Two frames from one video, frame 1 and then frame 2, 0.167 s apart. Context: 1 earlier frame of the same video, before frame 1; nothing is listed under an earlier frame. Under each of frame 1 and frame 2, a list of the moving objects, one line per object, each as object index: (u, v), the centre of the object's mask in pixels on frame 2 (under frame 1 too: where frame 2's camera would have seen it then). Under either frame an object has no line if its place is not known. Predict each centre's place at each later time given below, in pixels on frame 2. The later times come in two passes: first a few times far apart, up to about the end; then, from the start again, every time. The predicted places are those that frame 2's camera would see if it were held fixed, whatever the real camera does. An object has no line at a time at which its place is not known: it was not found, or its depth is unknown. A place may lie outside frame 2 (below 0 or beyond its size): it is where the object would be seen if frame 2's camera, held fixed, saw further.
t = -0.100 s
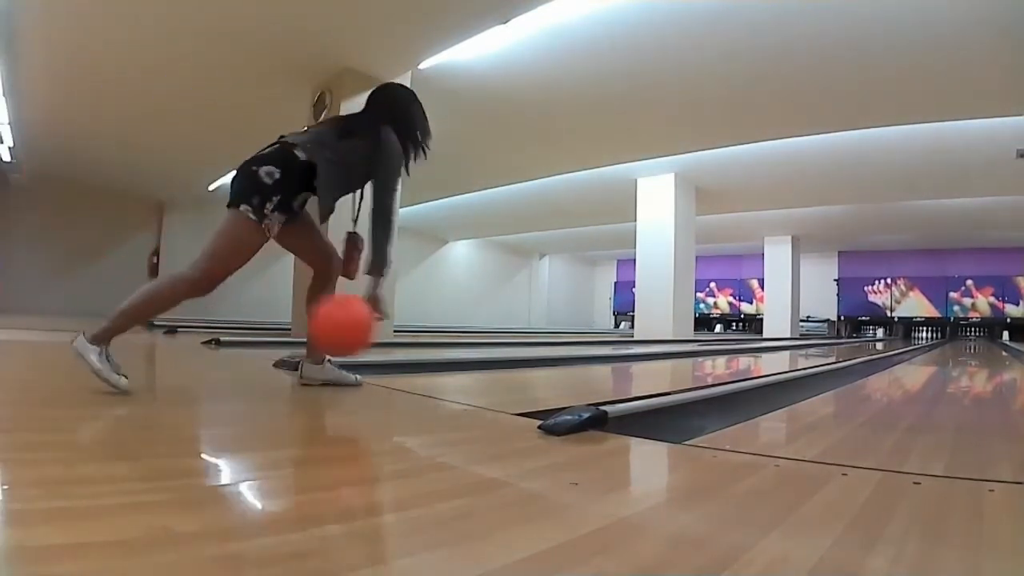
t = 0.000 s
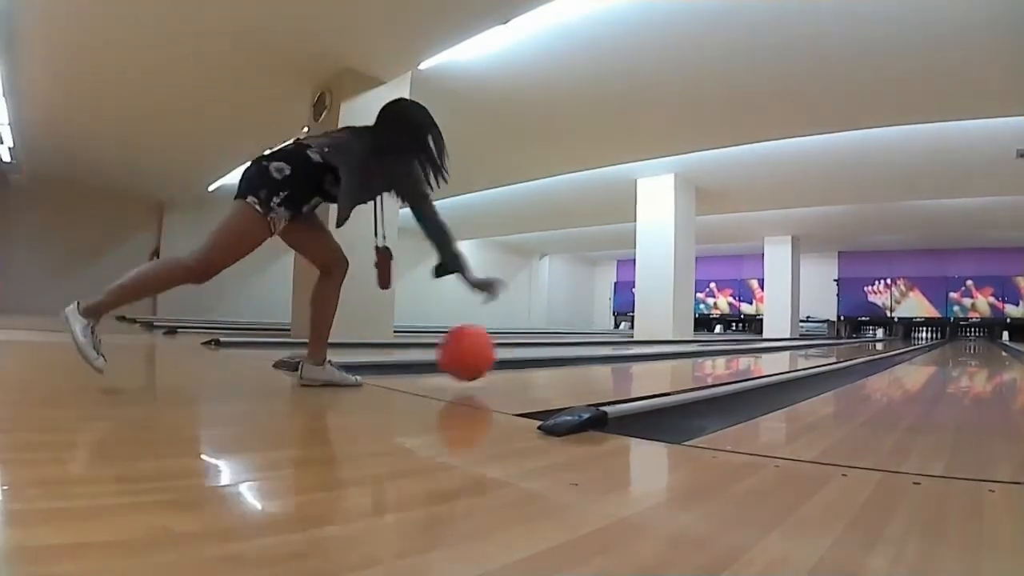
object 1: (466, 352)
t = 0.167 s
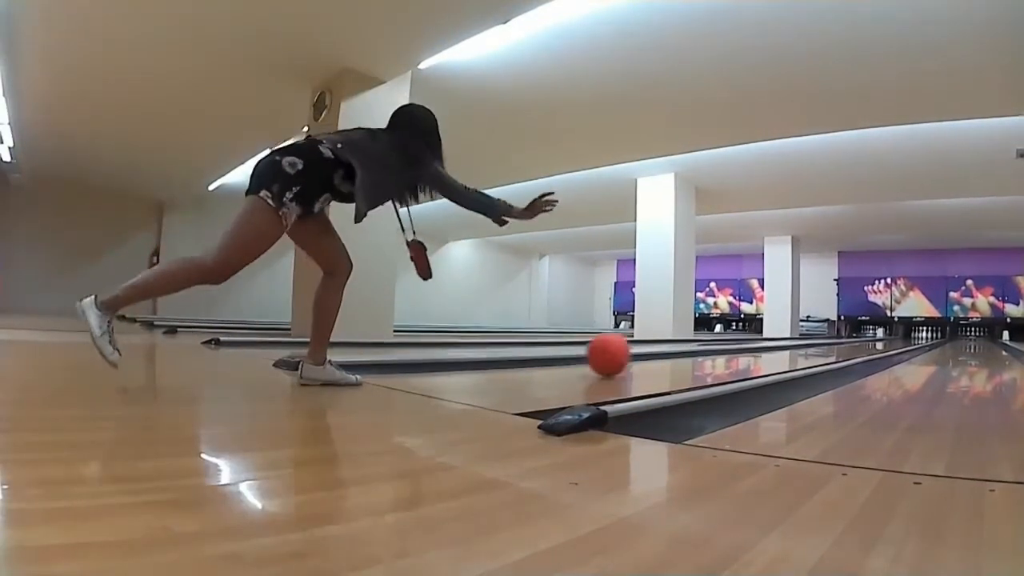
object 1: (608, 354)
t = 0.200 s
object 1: (628, 353)
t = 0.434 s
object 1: (728, 349)
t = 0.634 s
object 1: (778, 346)
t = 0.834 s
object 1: (810, 345)
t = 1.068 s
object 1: (835, 344)
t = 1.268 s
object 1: (851, 342)
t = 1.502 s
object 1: (864, 341)
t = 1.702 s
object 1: (872, 341)
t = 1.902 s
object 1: (878, 341)
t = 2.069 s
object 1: (884, 340)
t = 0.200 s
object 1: (628, 353)
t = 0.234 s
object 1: (647, 352)
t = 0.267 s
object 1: (664, 352)
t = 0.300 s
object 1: (680, 352)
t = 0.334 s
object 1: (694, 351)
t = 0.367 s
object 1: (706, 350)
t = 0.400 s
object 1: (718, 350)
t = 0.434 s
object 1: (728, 349)
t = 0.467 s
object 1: (738, 348)
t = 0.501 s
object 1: (747, 348)
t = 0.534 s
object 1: (756, 348)
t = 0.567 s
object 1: (763, 347)
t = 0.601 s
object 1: (771, 347)
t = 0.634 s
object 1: (778, 346)
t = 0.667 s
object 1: (784, 346)
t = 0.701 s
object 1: (790, 346)
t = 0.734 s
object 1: (795, 346)
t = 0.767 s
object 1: (800, 345)
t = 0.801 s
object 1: (805, 345)
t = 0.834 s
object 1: (810, 345)
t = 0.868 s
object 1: (814, 345)
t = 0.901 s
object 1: (818, 344)
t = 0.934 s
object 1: (822, 344)
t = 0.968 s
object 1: (826, 344)
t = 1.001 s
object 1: (829, 344)
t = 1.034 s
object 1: (832, 344)
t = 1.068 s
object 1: (835, 344)
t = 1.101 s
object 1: (839, 344)
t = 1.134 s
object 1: (841, 343)
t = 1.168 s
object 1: (844, 343)
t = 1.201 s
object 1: (847, 343)
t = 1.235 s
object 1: (849, 343)
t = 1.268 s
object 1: (851, 342)
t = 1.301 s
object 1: (853, 342)
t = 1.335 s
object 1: (855, 342)
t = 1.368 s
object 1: (858, 342)
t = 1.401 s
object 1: (859, 342)
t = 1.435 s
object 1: (861, 342)
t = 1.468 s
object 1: (863, 342)
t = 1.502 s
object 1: (864, 341)
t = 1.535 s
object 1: (866, 341)
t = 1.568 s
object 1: (868, 341)
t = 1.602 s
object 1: (869, 341)
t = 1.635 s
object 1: (870, 341)
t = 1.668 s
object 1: (871, 341)
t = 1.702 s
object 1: (872, 341)
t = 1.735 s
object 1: (874, 341)
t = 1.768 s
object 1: (874, 341)
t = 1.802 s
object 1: (875, 340)
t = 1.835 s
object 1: (877, 341)
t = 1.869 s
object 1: (877, 341)
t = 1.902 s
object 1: (878, 341)
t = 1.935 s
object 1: (879, 340)
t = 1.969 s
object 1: (881, 340)
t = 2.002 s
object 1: (882, 340)
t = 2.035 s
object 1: (883, 340)
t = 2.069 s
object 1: (884, 340)
